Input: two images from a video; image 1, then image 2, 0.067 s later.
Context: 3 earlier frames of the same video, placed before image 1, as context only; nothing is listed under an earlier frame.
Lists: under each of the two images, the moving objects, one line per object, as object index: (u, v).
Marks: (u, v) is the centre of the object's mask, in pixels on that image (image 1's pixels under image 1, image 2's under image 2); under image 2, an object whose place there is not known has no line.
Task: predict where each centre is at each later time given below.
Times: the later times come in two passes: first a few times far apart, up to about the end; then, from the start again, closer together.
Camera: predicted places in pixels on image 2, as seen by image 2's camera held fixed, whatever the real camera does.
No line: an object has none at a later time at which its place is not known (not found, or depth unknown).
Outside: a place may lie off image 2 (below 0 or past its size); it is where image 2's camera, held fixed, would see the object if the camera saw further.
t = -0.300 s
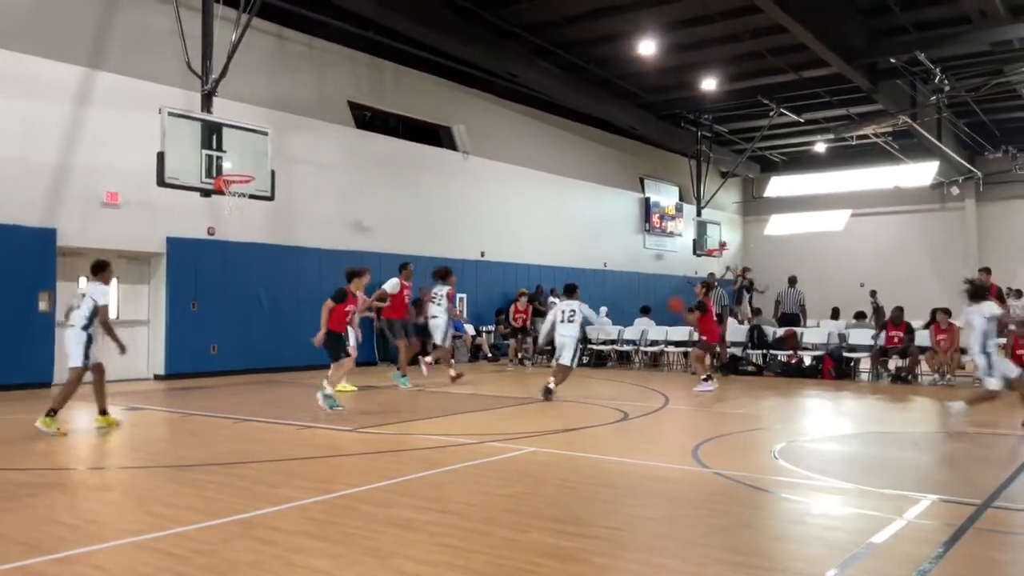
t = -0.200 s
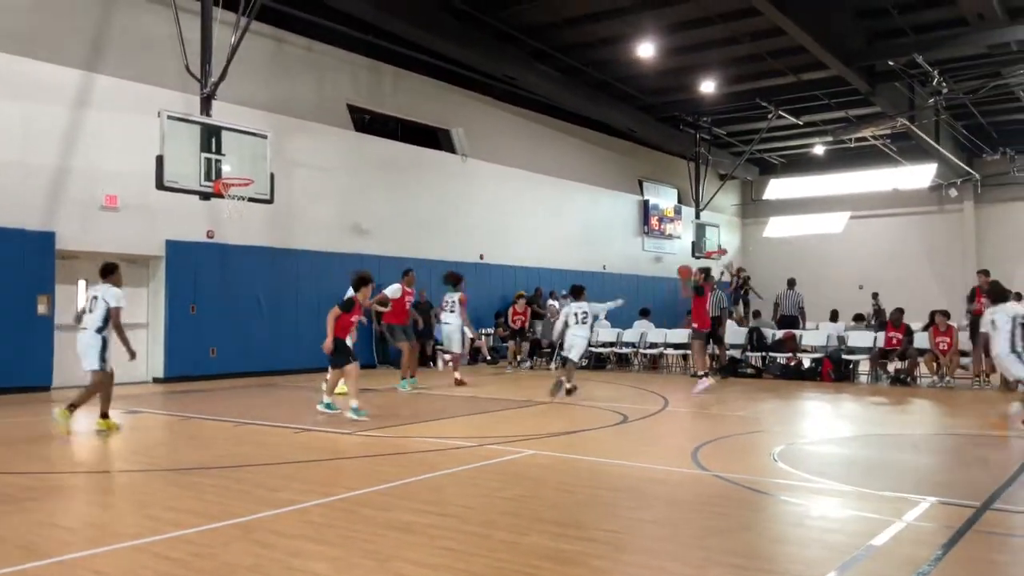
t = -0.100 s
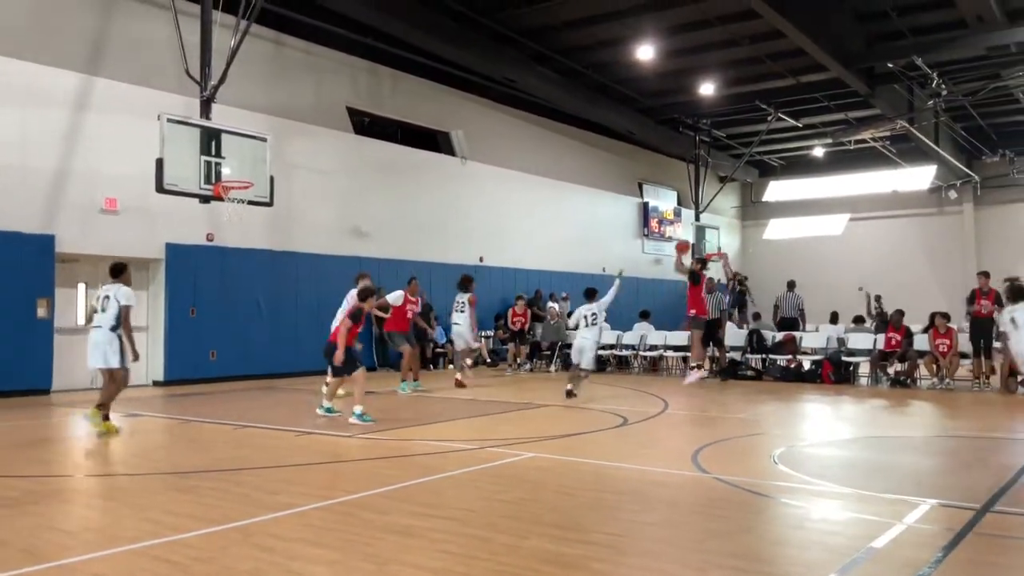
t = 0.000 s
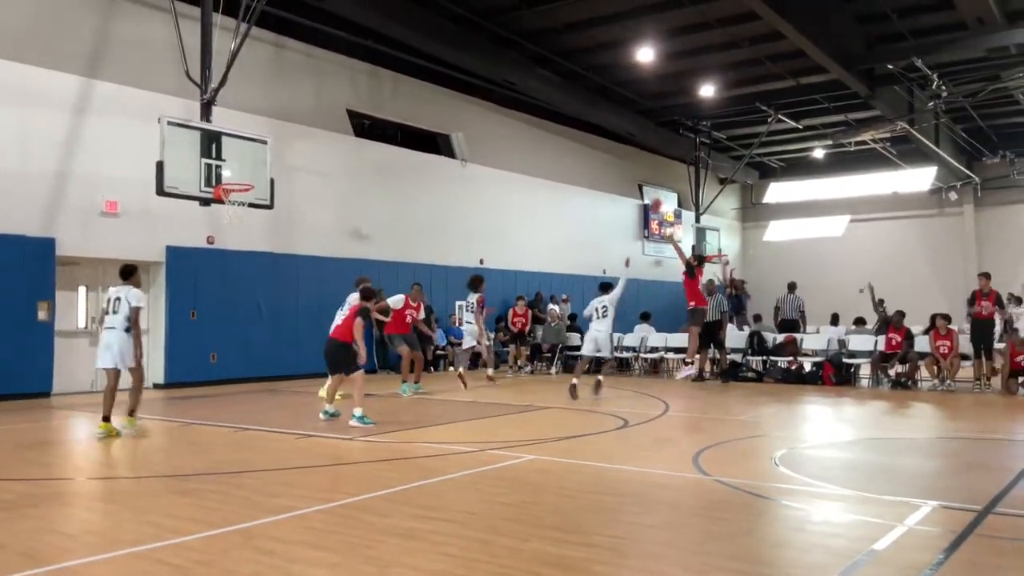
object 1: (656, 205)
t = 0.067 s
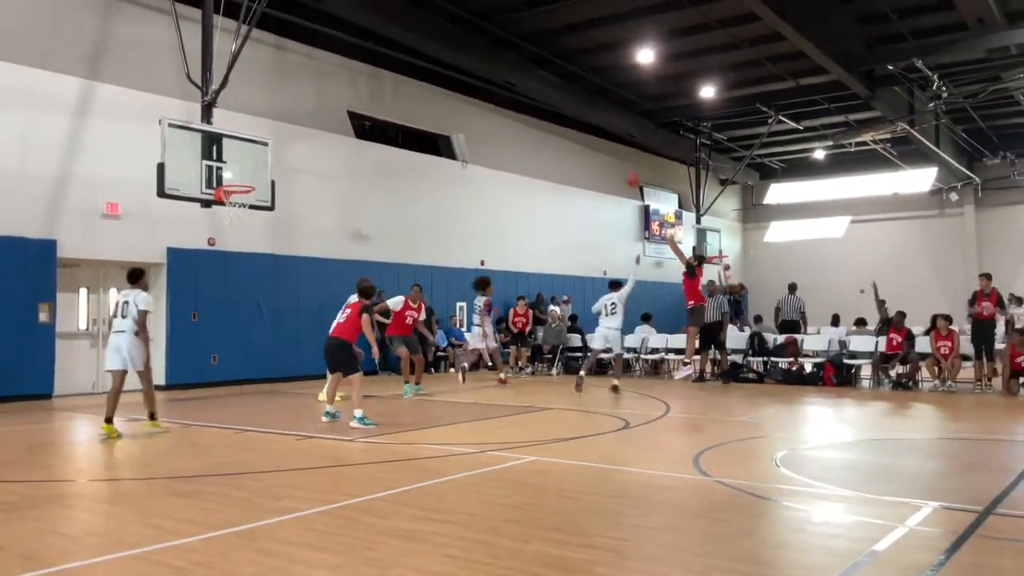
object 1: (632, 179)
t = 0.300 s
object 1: (554, 108)
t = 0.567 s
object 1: (465, 70)
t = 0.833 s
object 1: (374, 77)
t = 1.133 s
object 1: (274, 139)
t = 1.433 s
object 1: (247, 152)
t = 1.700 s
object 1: (276, 138)
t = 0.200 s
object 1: (588, 134)
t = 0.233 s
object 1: (577, 125)
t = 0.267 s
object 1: (565, 117)
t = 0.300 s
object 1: (554, 108)
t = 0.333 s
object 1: (543, 102)
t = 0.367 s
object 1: (532, 95)
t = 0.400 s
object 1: (520, 89)
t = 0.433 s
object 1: (509, 84)
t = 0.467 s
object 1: (498, 79)
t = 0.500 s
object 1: (487, 75)
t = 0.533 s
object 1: (476, 72)
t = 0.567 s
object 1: (465, 70)
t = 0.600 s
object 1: (454, 68)
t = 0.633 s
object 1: (443, 67)
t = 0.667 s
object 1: (432, 67)
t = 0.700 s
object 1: (420, 68)
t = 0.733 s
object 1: (409, 68)
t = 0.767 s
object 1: (398, 70)
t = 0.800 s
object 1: (387, 73)
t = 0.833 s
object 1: (374, 77)
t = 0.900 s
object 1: (353, 86)
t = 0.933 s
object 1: (341, 91)
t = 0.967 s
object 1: (331, 98)
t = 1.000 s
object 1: (320, 104)
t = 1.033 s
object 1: (309, 112)
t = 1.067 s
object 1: (297, 120)
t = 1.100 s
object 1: (285, 130)
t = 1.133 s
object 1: (274, 139)
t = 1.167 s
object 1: (262, 151)
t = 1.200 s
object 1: (250, 163)
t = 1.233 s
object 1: (239, 174)
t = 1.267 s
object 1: (231, 183)
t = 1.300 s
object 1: (233, 176)
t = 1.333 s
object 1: (237, 169)
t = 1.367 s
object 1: (240, 163)
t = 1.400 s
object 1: (243, 157)
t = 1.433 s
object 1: (247, 152)
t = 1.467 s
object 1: (250, 147)
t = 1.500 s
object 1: (254, 144)
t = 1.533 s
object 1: (258, 141)
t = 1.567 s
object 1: (261, 139)
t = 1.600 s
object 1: (265, 137)
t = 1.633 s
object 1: (269, 137)
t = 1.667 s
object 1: (272, 137)
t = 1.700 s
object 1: (276, 138)
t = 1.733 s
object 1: (281, 141)
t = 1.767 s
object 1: (284, 144)
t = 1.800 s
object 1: (289, 147)
